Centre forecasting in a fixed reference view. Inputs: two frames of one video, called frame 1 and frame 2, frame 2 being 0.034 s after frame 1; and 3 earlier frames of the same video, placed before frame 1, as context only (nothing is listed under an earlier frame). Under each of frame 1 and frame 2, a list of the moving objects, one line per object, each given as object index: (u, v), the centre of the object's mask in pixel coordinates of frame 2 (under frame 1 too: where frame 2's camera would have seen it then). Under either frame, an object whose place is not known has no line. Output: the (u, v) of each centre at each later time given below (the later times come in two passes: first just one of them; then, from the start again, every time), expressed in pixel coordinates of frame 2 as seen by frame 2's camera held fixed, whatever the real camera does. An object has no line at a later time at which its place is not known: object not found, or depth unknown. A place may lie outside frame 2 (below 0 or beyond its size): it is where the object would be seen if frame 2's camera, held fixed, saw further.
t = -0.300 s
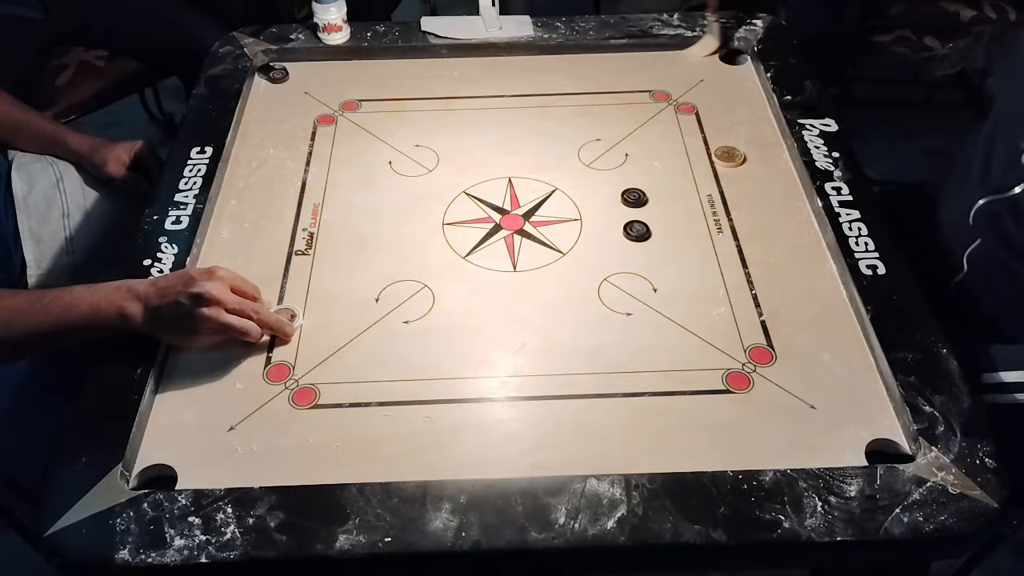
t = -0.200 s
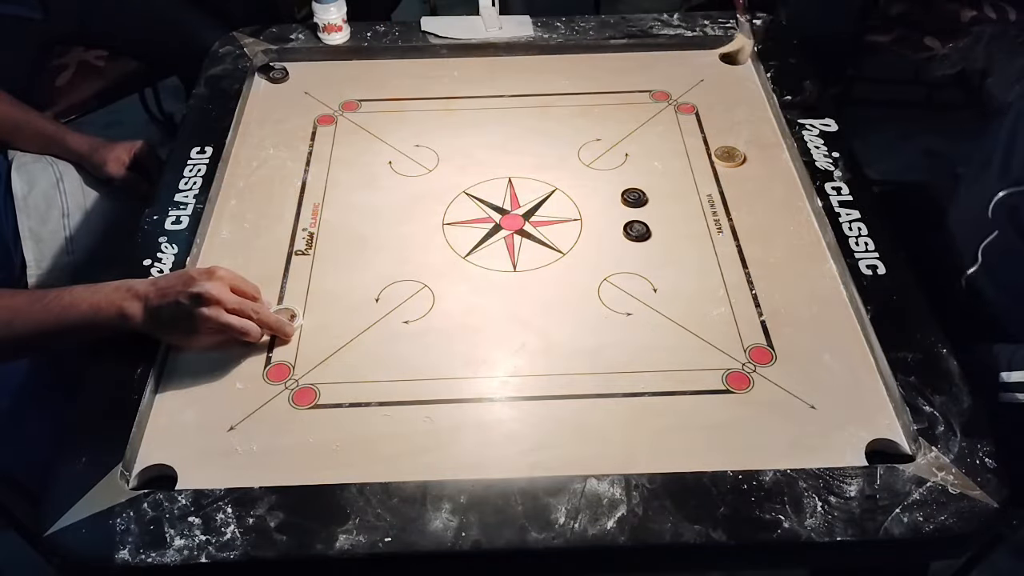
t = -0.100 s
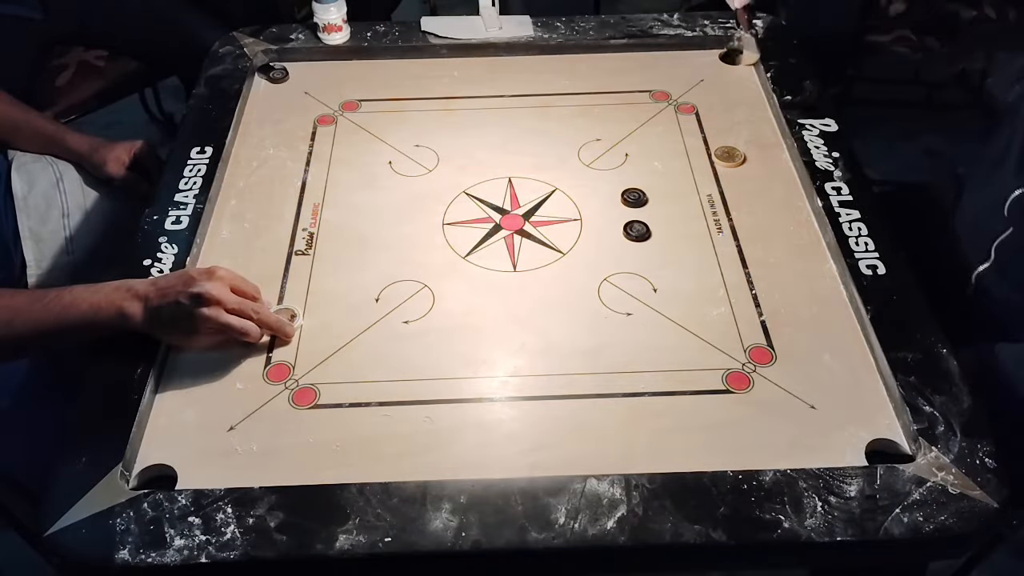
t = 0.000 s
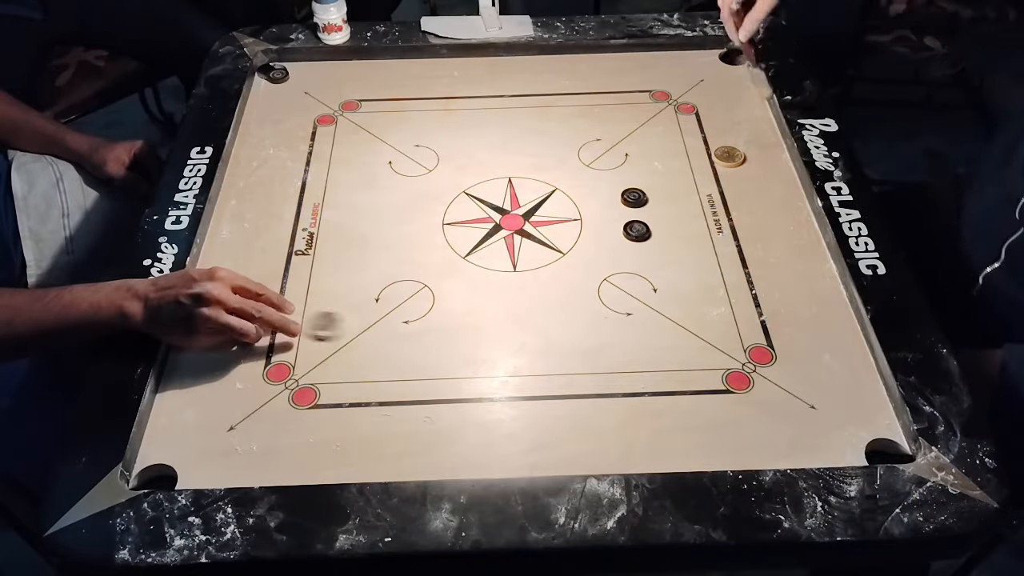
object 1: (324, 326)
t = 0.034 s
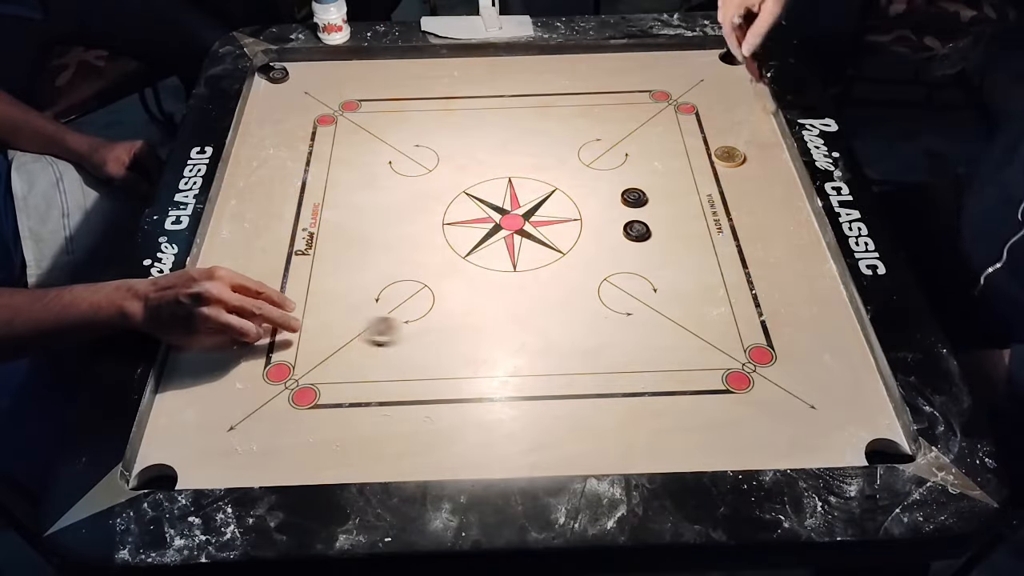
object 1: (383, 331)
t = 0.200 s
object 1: (665, 355)
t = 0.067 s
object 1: (439, 336)
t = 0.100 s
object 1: (497, 340)
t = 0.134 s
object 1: (553, 345)
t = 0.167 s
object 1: (609, 351)
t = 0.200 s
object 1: (665, 355)
